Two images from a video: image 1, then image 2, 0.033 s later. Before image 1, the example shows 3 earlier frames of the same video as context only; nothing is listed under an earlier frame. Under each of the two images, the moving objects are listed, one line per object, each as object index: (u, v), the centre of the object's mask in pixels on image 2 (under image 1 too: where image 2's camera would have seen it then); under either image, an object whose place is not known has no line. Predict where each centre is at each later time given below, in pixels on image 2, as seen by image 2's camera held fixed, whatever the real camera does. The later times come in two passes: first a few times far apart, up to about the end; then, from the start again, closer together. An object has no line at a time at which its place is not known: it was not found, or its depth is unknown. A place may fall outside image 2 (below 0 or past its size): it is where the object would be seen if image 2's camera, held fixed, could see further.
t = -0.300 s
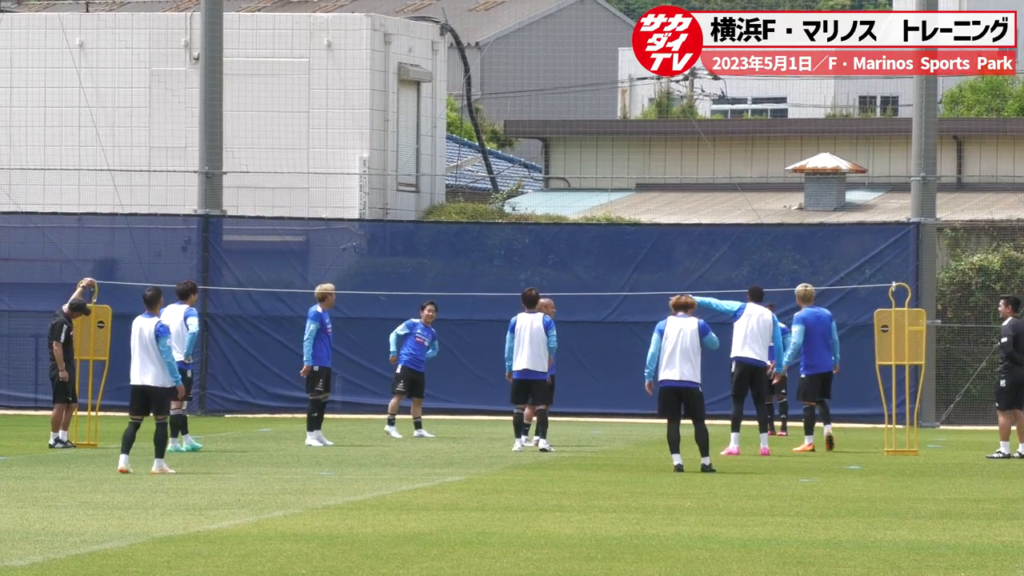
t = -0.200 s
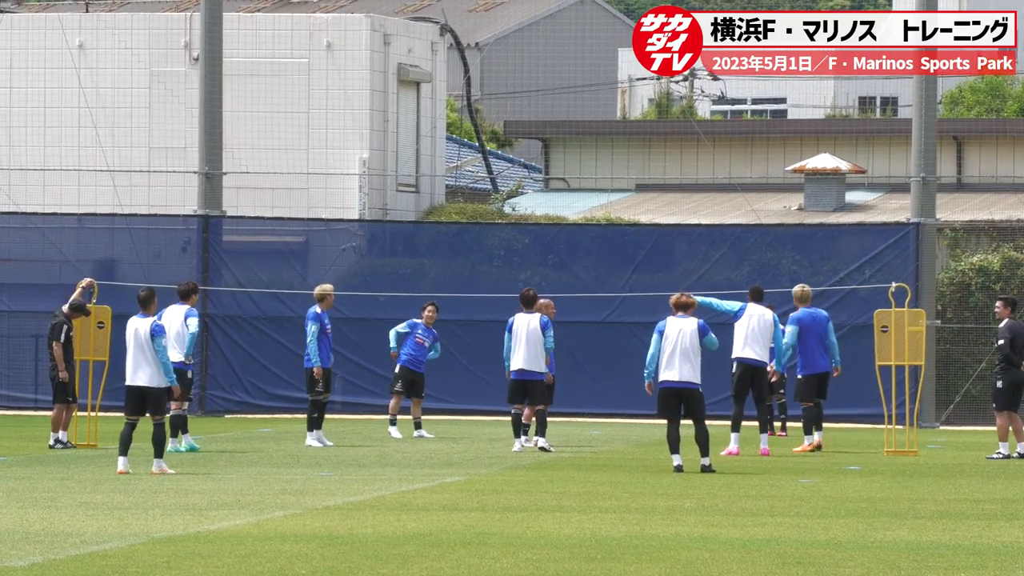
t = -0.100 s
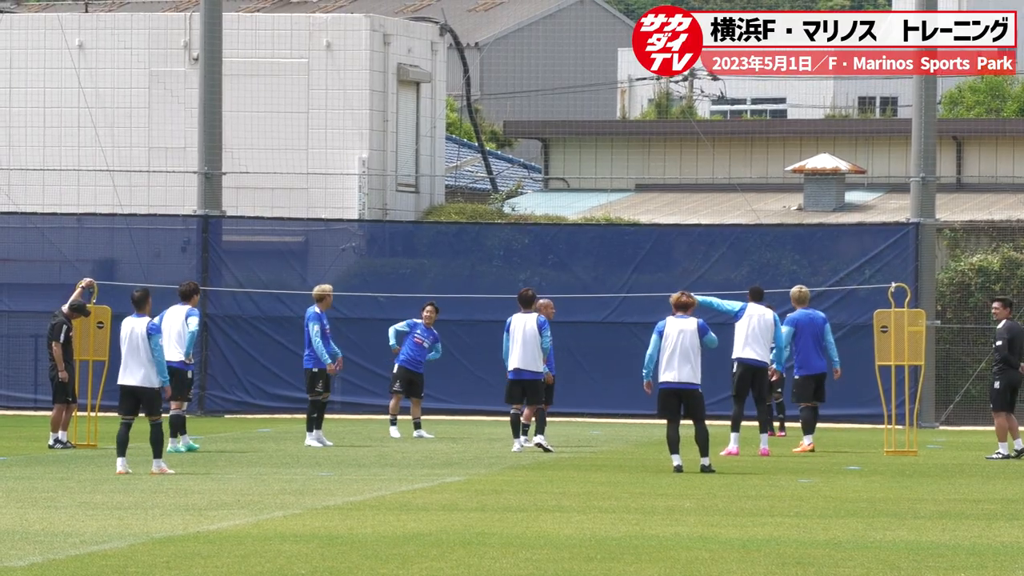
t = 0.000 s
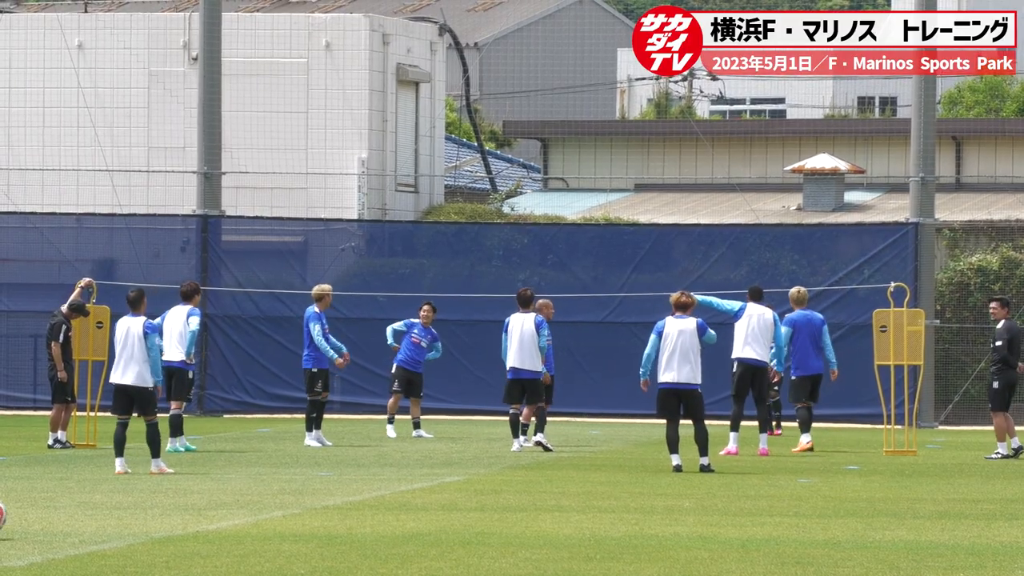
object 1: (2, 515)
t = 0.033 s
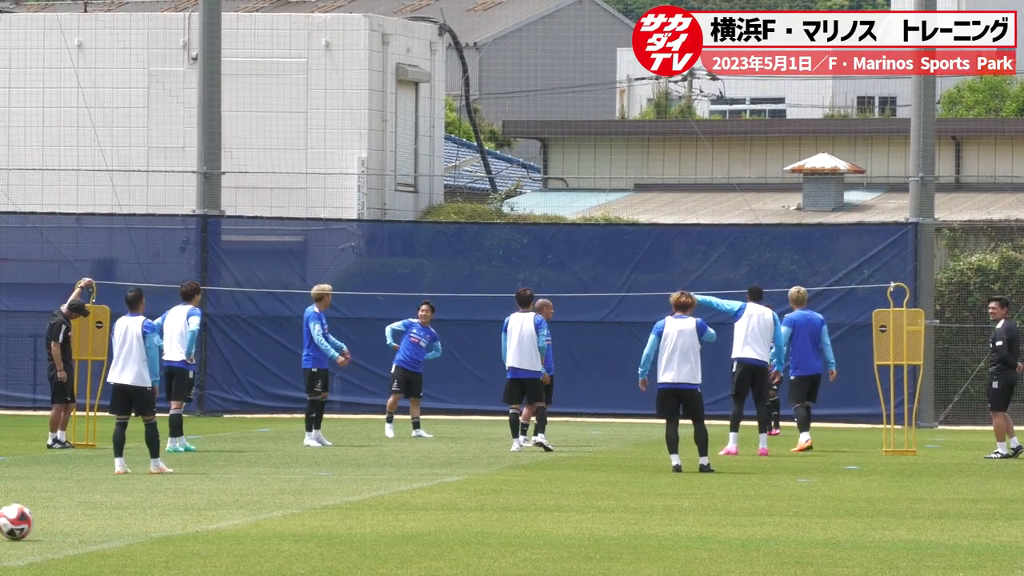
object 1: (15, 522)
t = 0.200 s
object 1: (135, 516)
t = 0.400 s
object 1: (267, 524)
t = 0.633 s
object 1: (399, 534)
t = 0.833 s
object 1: (502, 542)
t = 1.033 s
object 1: (606, 546)
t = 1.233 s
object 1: (710, 553)
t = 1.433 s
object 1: (812, 557)
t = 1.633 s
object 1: (913, 559)
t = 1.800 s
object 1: (995, 562)
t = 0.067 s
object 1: (40, 524)
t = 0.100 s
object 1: (63, 520)
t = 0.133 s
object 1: (87, 517)
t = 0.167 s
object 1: (111, 515)
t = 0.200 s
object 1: (135, 516)
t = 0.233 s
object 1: (159, 519)
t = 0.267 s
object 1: (183, 524)
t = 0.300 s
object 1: (207, 530)
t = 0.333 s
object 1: (229, 532)
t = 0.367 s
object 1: (248, 527)
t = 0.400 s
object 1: (267, 524)
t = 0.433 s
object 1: (286, 522)
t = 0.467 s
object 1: (305, 522)
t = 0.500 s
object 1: (325, 524)
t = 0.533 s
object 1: (344, 528)
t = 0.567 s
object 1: (363, 534)
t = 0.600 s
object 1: (382, 537)
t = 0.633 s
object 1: (399, 534)
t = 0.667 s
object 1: (416, 532)
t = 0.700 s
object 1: (434, 532)
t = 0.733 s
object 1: (451, 535)
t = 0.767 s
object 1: (468, 538)
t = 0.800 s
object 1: (485, 544)
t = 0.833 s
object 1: (502, 542)
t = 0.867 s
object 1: (520, 541)
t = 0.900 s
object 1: (537, 541)
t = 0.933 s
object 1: (554, 544)
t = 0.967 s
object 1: (572, 547)
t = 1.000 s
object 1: (589, 546)
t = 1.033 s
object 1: (606, 546)
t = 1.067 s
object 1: (623, 547)
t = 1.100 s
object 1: (640, 550)
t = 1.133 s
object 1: (657, 550)
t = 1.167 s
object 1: (675, 549)
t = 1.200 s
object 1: (692, 550)
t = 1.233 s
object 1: (710, 553)
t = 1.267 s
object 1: (726, 554)
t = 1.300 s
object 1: (744, 554)
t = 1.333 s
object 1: (761, 556)
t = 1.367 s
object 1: (778, 557)
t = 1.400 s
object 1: (796, 556)
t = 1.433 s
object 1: (812, 557)
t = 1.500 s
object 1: (846, 559)
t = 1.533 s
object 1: (864, 559)
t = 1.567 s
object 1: (880, 560)
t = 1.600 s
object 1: (897, 560)
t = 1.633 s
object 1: (913, 559)
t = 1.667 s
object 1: (929, 560)
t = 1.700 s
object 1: (945, 561)
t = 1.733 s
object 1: (962, 562)
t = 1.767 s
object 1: (979, 561)
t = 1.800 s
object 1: (995, 562)
